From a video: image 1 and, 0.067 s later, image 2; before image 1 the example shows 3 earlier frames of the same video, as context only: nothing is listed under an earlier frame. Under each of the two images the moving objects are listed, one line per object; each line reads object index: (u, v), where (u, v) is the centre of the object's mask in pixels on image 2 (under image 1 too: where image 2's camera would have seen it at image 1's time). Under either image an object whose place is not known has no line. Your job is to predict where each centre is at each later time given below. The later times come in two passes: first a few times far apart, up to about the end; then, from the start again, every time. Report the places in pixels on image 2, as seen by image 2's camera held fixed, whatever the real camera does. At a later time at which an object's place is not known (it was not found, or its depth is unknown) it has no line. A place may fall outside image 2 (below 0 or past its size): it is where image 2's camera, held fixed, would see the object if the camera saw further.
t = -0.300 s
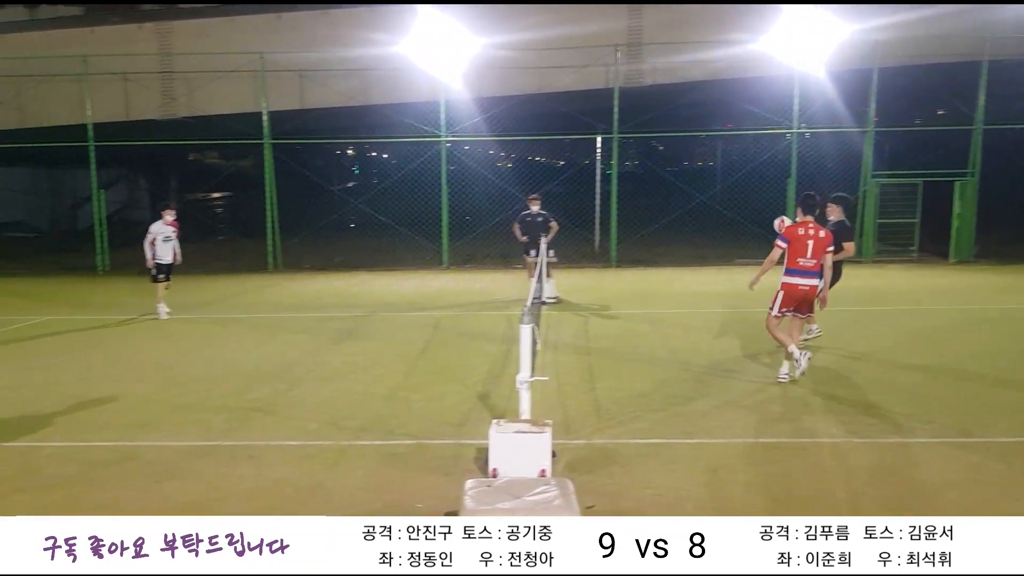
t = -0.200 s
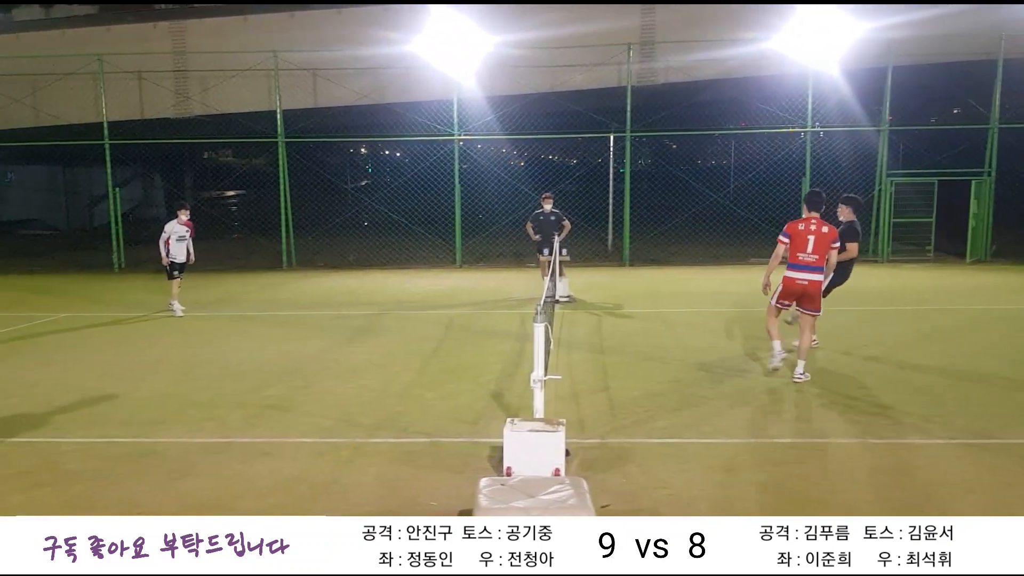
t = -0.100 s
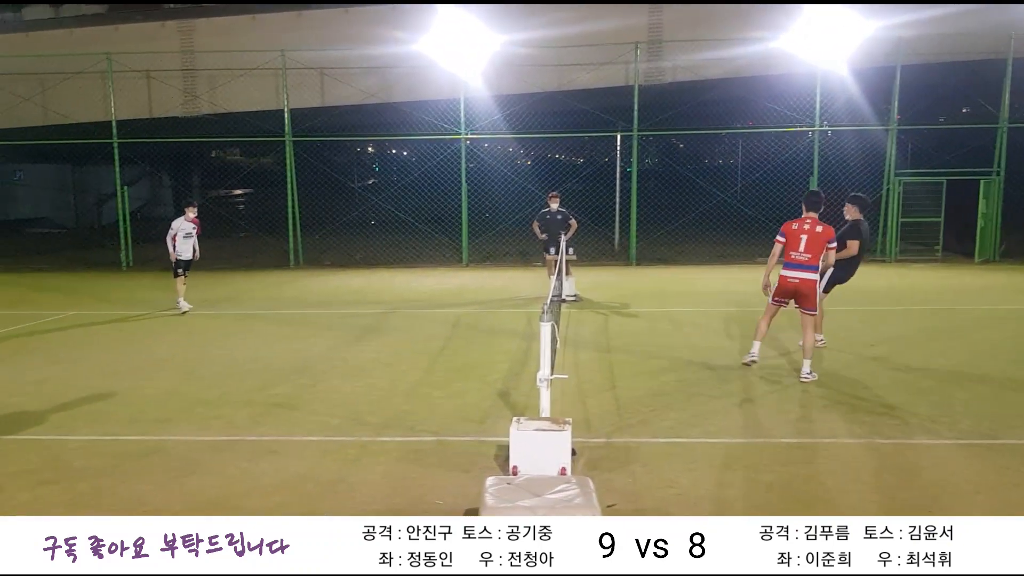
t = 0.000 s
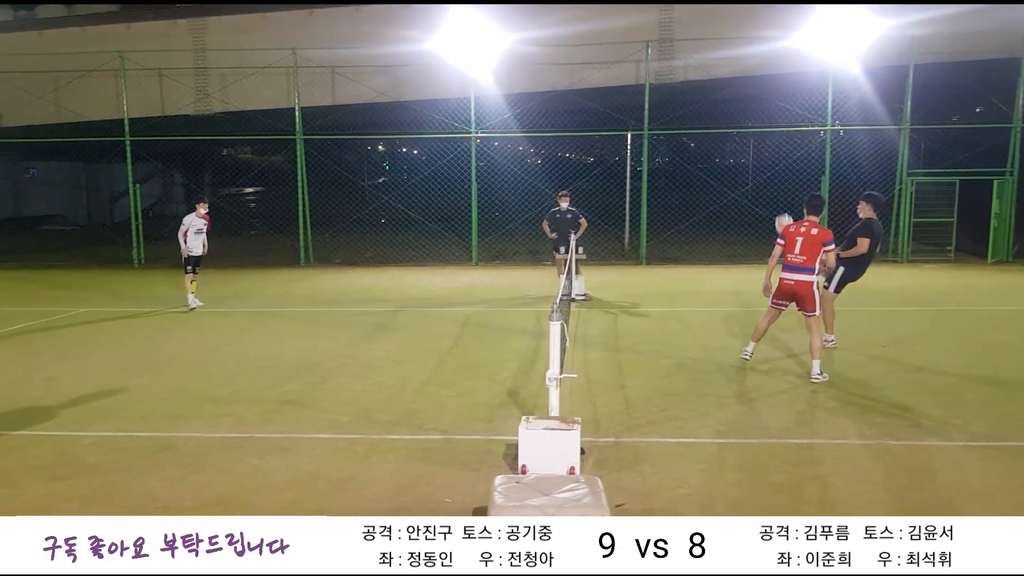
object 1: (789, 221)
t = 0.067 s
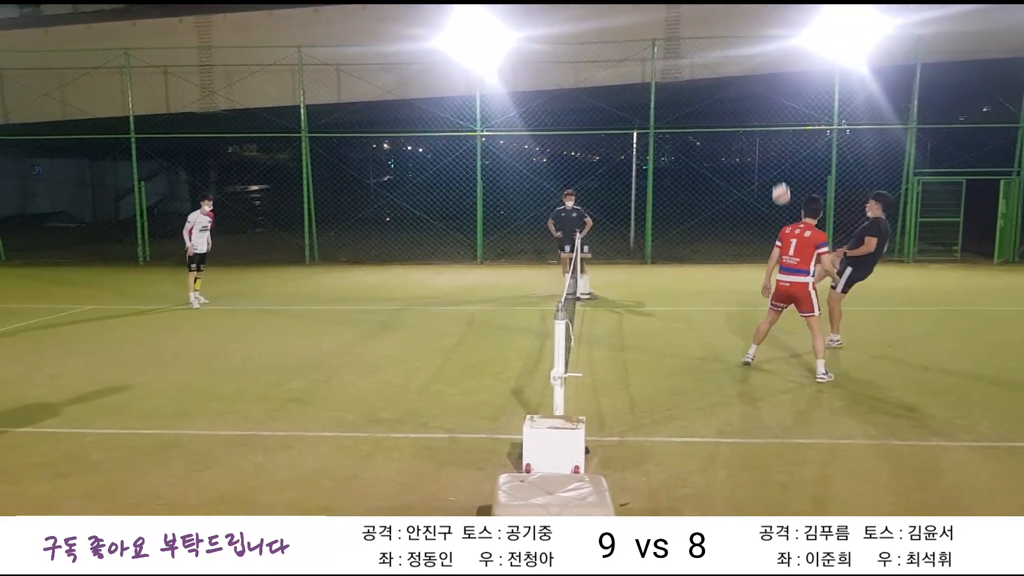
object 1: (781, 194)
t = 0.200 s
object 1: (763, 146)
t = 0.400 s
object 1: (735, 104)
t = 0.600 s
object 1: (709, 97)
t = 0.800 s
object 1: (682, 122)
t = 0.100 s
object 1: (777, 181)
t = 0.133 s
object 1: (772, 168)
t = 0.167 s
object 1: (768, 156)
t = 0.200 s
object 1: (763, 146)
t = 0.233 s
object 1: (758, 136)
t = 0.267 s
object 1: (754, 129)
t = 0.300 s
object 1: (749, 120)
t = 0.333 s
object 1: (744, 114)
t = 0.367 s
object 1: (740, 109)
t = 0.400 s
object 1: (735, 104)
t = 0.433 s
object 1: (731, 101)
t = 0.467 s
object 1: (726, 98)
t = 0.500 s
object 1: (722, 96)
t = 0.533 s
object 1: (717, 96)
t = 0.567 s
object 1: (713, 96)
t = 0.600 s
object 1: (709, 97)
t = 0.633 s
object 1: (704, 99)
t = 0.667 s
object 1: (700, 102)
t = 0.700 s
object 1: (695, 106)
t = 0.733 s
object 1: (691, 111)
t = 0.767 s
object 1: (686, 116)
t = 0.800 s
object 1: (682, 122)
